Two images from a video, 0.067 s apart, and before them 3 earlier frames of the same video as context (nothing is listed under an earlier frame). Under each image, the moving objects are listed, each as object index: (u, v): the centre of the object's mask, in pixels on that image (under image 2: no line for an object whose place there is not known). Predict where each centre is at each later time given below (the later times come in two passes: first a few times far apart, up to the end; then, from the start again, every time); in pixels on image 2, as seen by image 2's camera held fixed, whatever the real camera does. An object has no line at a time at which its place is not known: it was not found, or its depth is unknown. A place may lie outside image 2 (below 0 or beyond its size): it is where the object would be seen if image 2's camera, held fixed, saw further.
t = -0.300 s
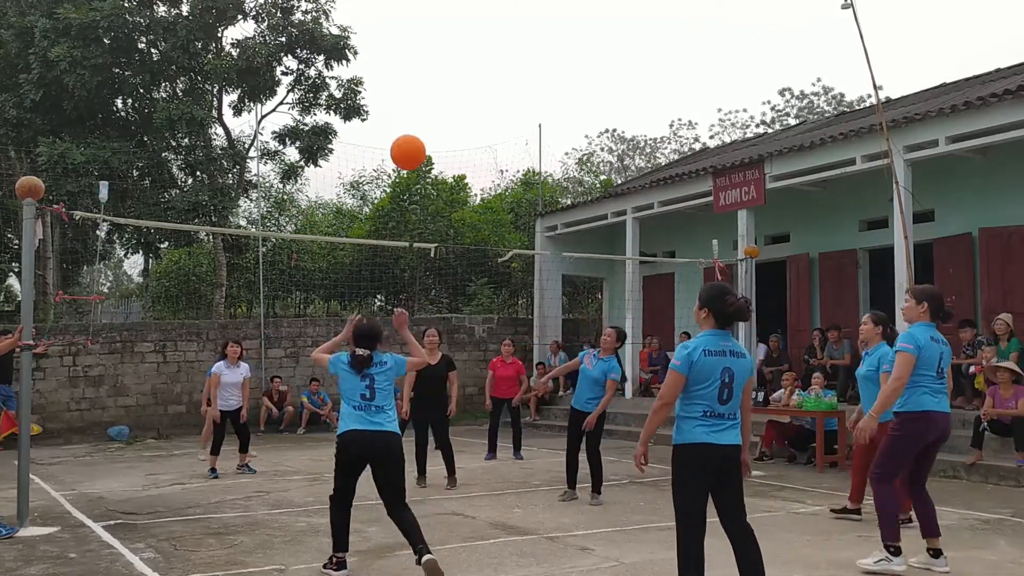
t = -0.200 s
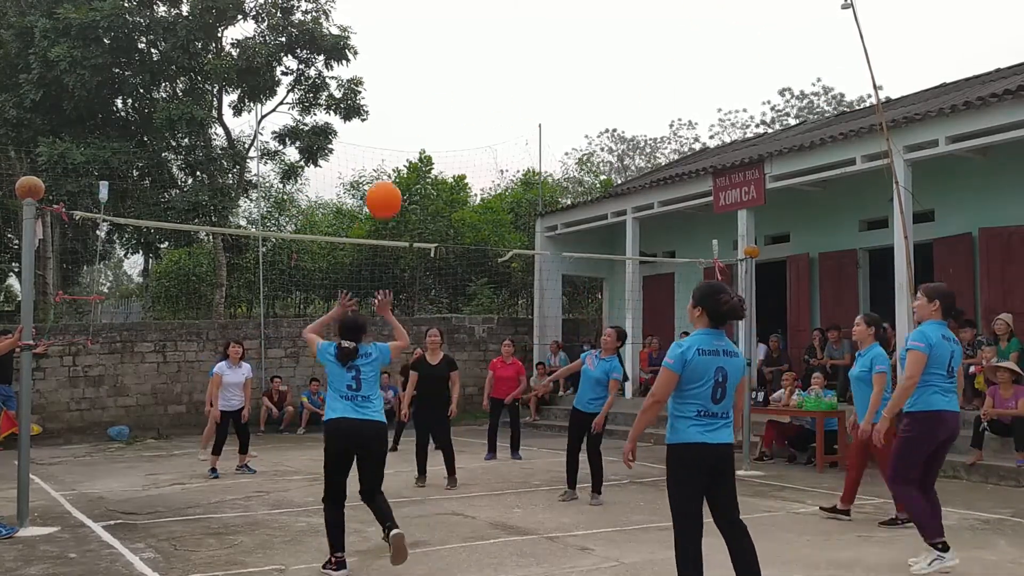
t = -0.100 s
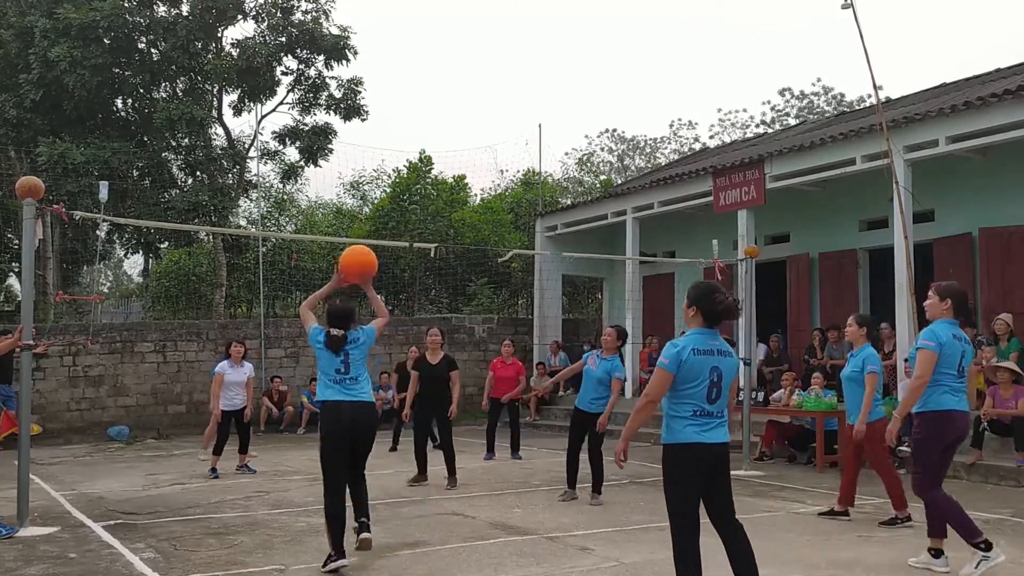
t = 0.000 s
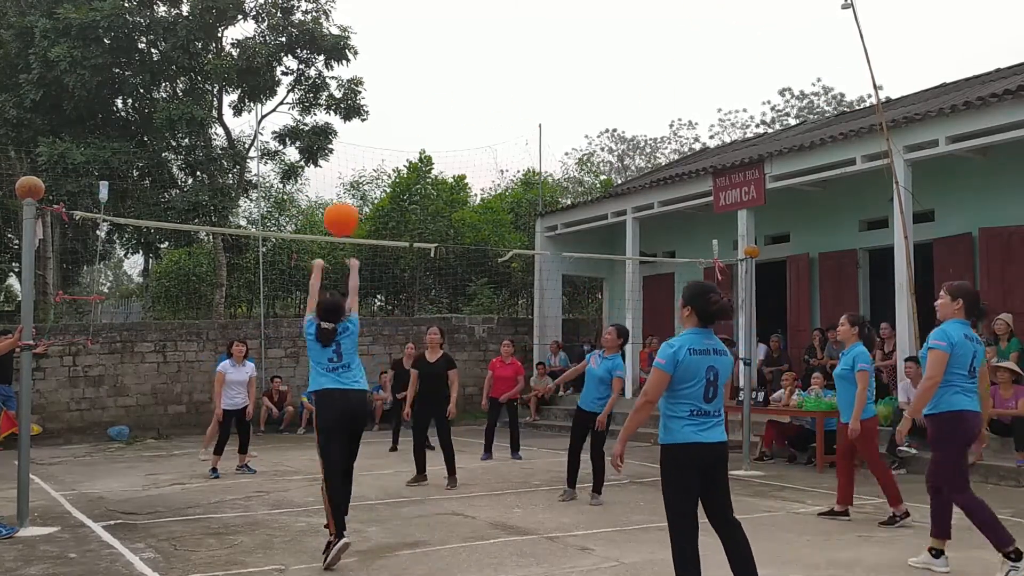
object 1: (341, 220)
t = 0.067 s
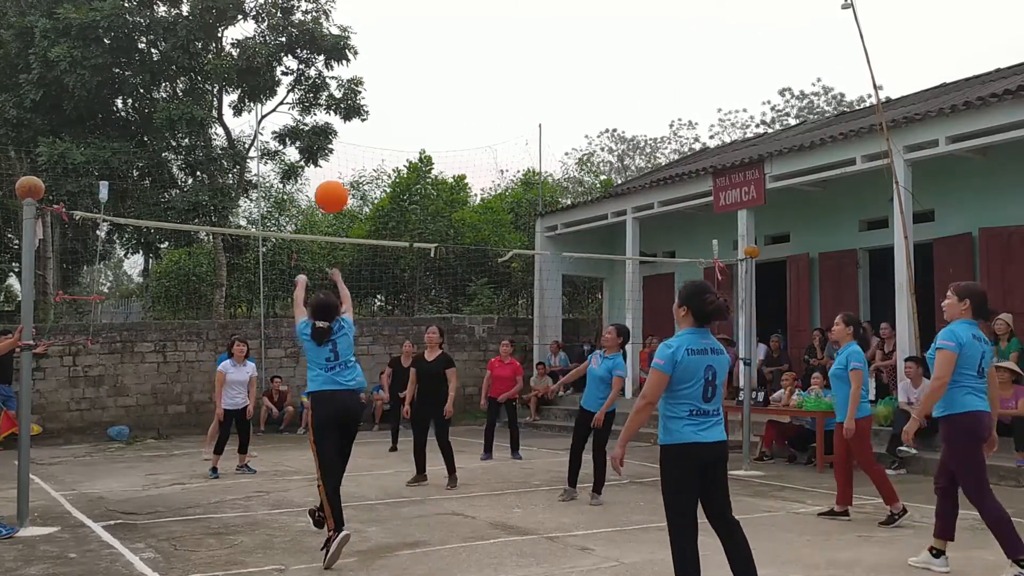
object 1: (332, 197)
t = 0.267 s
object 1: (308, 176)
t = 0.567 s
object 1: (288, 220)
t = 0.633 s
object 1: (284, 240)
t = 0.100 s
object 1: (327, 189)
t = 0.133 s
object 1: (322, 183)
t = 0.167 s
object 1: (319, 179)
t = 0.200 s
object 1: (315, 177)
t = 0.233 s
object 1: (311, 176)
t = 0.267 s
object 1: (308, 176)
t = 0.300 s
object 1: (305, 177)
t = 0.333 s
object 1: (303, 179)
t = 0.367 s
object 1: (301, 183)
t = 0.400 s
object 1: (298, 187)
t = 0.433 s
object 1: (296, 192)
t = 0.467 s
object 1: (294, 198)
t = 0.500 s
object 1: (292, 204)
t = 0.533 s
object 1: (290, 212)
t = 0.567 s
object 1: (288, 220)
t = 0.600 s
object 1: (286, 226)
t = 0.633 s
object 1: (284, 240)
